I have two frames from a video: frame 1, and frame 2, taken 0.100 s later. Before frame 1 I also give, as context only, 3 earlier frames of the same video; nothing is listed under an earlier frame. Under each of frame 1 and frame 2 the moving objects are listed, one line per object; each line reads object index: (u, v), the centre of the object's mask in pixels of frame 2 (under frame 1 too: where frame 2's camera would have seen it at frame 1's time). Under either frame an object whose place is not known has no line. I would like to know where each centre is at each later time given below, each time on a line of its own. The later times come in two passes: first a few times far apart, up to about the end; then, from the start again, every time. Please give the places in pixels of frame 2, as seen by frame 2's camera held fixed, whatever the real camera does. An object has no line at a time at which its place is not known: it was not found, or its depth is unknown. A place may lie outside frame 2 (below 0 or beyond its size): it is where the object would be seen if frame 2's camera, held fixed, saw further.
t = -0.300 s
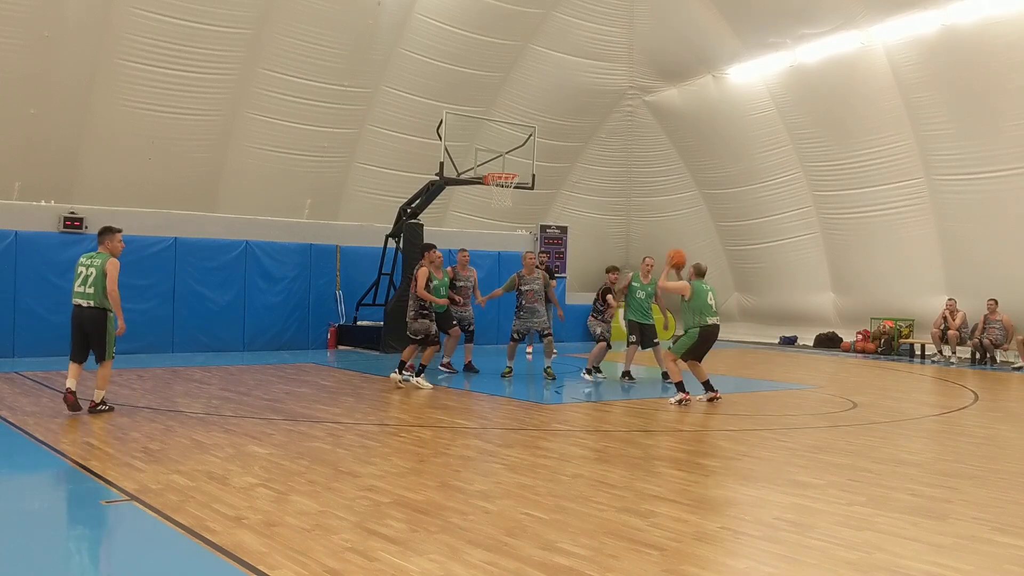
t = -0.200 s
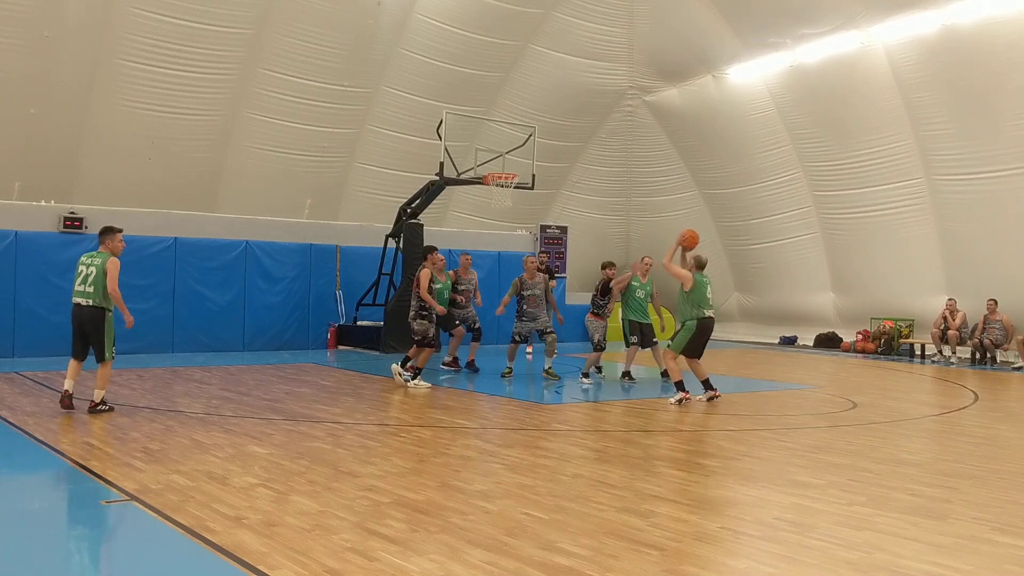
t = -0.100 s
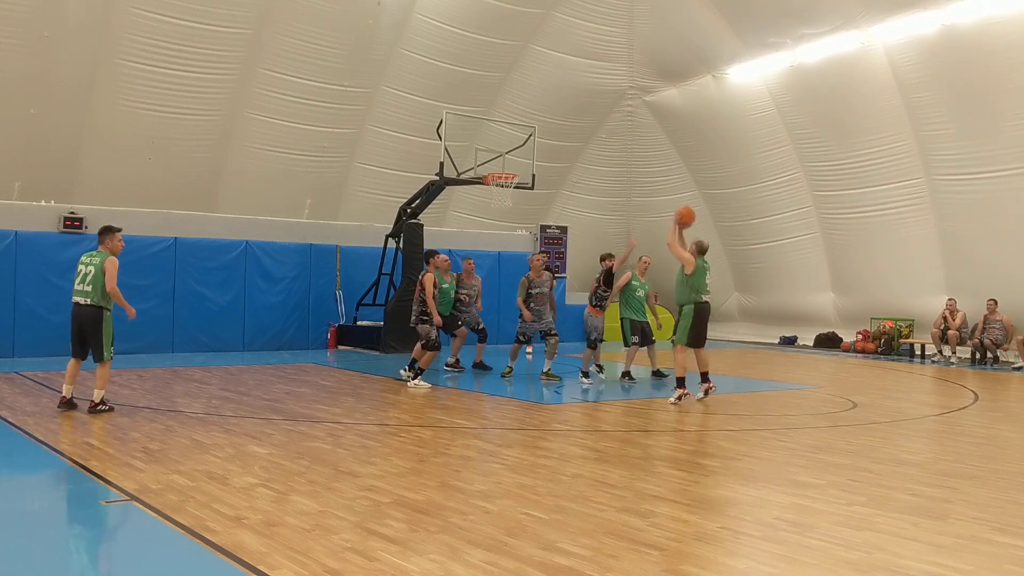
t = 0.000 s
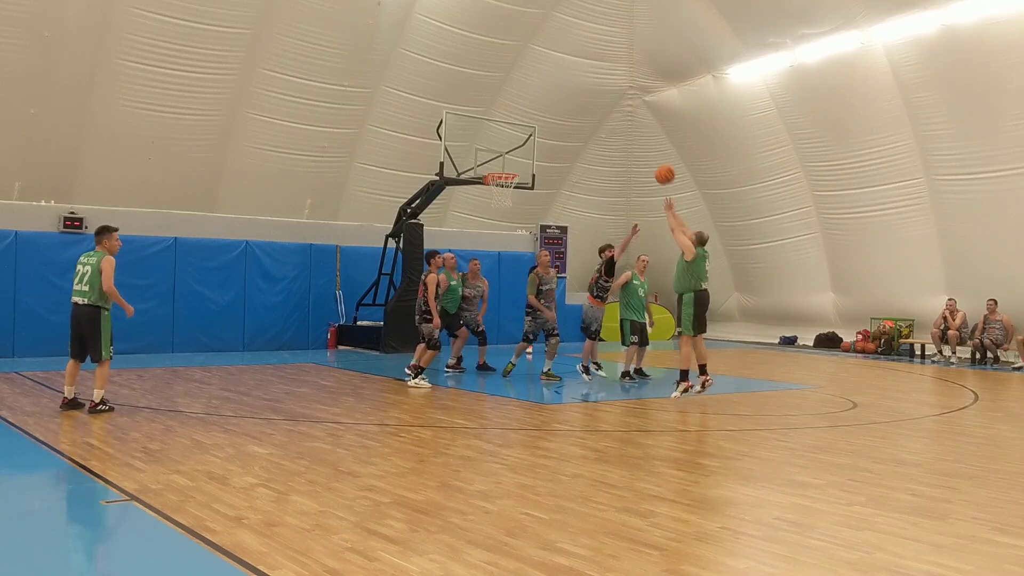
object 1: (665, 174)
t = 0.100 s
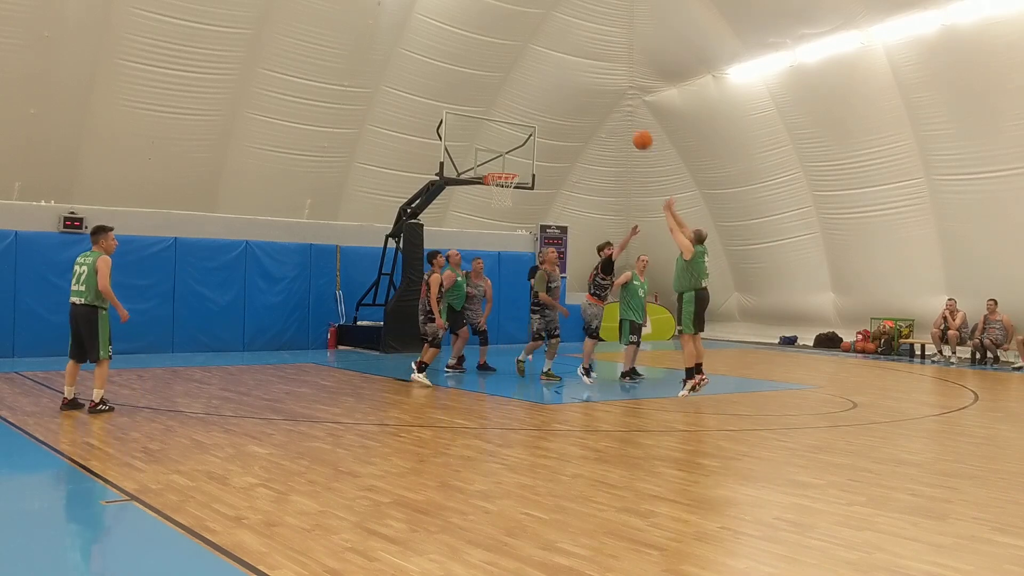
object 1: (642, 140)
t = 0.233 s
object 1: (615, 108)
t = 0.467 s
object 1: (572, 89)
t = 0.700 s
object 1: (533, 108)
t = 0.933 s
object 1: (498, 158)
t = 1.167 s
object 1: (504, 139)
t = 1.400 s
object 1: (519, 135)
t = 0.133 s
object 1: (635, 131)
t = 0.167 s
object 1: (629, 122)
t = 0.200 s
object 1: (622, 115)
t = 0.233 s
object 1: (615, 108)
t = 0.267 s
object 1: (609, 103)
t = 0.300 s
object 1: (602, 99)
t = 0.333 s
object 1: (596, 95)
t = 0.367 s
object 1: (590, 92)
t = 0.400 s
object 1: (583, 90)
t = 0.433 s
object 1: (577, 89)
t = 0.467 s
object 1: (572, 89)
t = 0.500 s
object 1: (566, 90)
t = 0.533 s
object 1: (560, 91)
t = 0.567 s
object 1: (555, 93)
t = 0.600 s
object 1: (549, 96)
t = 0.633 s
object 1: (544, 99)
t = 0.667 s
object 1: (539, 103)
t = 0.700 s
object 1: (533, 108)
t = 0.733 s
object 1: (528, 113)
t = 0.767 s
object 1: (523, 119)
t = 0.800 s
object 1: (518, 126)
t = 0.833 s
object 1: (513, 133)
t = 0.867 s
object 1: (508, 141)
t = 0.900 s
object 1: (503, 149)
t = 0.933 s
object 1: (498, 158)
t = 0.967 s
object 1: (493, 167)
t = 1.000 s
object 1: (493, 163)
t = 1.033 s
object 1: (495, 157)
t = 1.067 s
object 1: (498, 151)
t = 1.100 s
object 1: (500, 147)
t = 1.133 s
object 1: (502, 143)
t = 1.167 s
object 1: (504, 139)
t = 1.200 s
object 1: (506, 137)
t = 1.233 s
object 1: (509, 135)
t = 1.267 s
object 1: (510, 134)
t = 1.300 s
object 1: (512, 133)
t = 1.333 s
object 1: (515, 133)
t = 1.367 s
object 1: (517, 134)
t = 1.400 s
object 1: (519, 135)
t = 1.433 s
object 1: (520, 136)
